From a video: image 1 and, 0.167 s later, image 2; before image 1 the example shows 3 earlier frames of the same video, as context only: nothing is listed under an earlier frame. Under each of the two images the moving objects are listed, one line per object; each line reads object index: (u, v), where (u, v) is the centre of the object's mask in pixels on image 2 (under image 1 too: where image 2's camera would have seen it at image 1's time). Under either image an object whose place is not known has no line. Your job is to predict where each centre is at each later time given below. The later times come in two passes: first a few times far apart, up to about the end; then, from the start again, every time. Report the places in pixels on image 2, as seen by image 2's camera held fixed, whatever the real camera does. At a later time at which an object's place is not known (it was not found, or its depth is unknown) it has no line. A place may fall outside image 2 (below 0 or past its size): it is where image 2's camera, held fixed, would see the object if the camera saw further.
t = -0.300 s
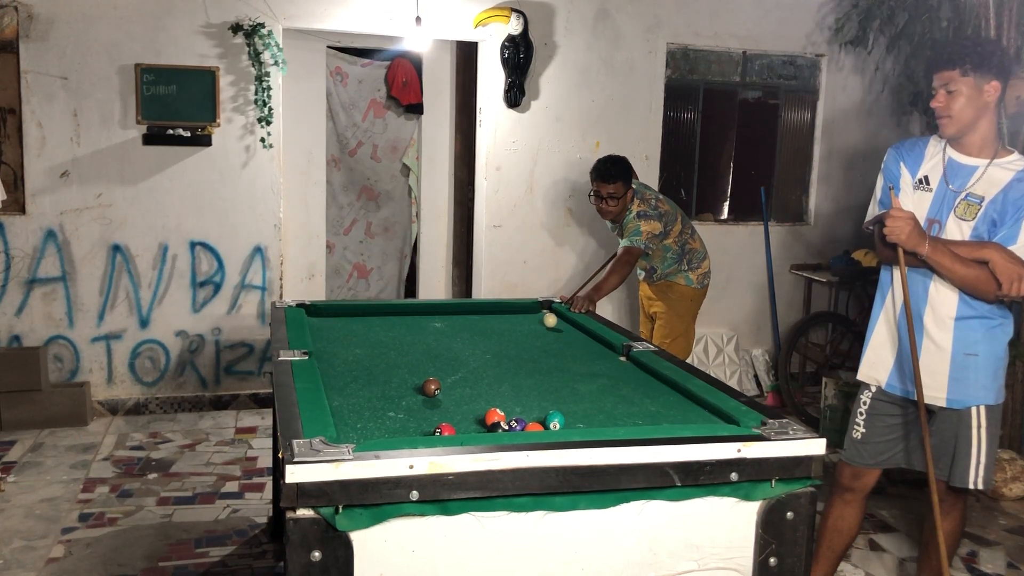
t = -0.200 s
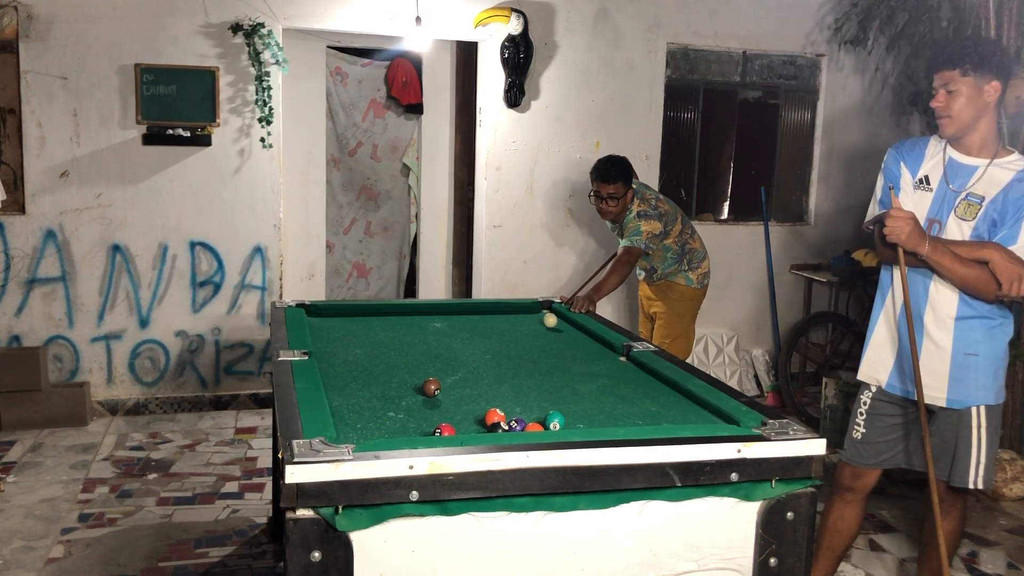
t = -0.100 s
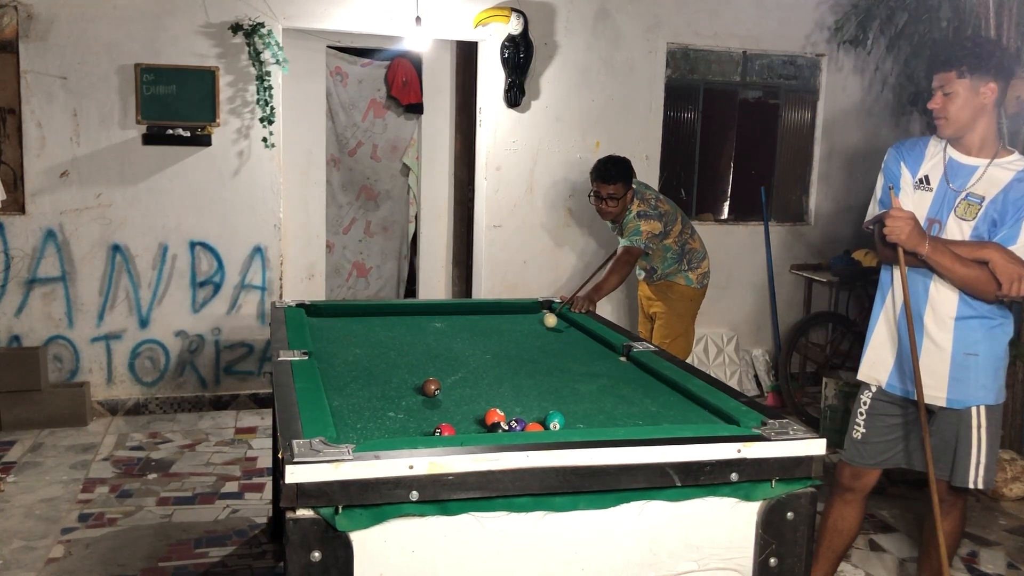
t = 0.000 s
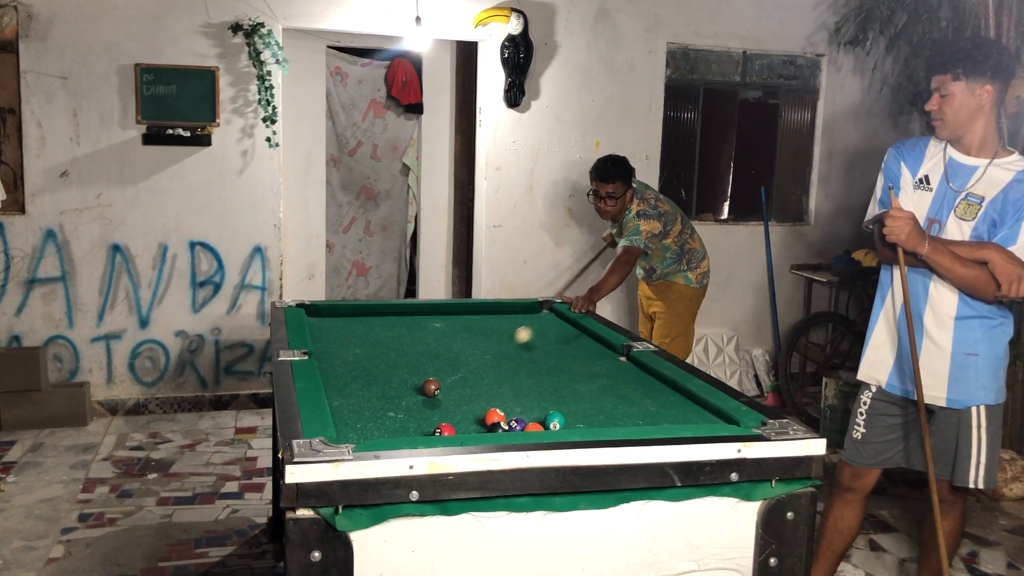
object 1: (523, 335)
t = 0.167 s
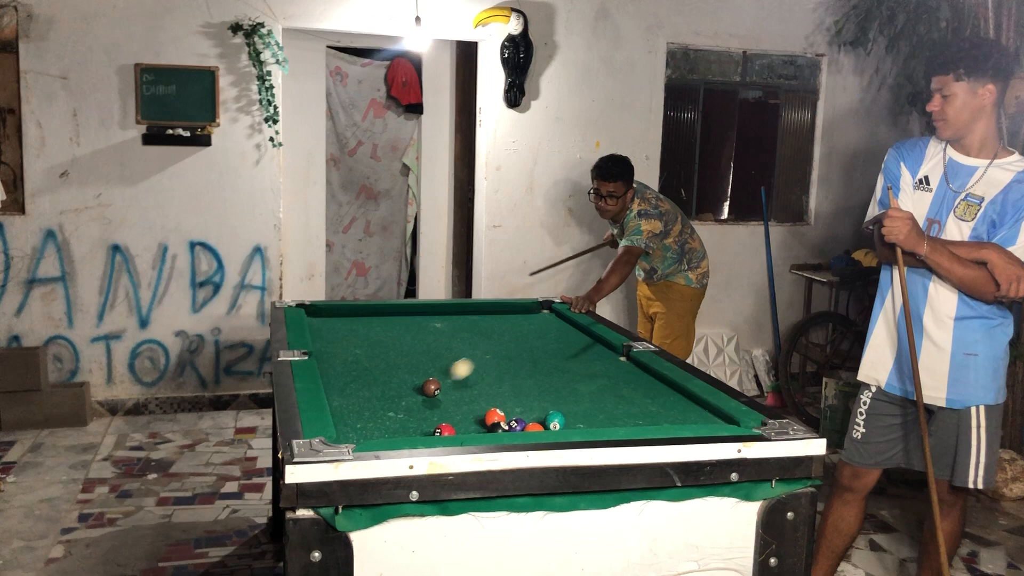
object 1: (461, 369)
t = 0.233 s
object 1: (436, 381)
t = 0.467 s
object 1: (384, 399)
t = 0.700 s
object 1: (361, 420)
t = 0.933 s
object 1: (412, 431)
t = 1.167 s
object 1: (424, 429)
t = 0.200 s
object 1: (448, 377)
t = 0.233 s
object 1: (436, 381)
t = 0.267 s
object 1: (430, 383)
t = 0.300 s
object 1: (423, 385)
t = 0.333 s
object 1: (417, 387)
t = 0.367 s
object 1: (410, 390)
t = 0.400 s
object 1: (402, 392)
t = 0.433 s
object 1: (393, 395)
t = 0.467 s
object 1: (384, 399)
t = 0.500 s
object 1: (374, 402)
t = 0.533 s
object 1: (364, 406)
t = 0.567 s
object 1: (355, 410)
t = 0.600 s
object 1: (345, 413)
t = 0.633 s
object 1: (346, 416)
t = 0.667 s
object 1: (354, 418)
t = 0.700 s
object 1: (361, 420)
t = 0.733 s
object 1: (368, 423)
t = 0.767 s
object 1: (375, 425)
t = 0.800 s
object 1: (382, 427)
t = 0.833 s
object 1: (390, 428)
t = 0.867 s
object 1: (397, 429)
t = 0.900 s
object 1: (404, 430)
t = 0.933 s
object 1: (412, 431)
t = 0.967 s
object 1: (419, 432)
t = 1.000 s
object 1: (424, 432)
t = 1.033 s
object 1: (423, 431)
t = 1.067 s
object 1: (424, 431)
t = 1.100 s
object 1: (424, 430)
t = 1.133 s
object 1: (424, 430)
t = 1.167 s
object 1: (424, 429)
